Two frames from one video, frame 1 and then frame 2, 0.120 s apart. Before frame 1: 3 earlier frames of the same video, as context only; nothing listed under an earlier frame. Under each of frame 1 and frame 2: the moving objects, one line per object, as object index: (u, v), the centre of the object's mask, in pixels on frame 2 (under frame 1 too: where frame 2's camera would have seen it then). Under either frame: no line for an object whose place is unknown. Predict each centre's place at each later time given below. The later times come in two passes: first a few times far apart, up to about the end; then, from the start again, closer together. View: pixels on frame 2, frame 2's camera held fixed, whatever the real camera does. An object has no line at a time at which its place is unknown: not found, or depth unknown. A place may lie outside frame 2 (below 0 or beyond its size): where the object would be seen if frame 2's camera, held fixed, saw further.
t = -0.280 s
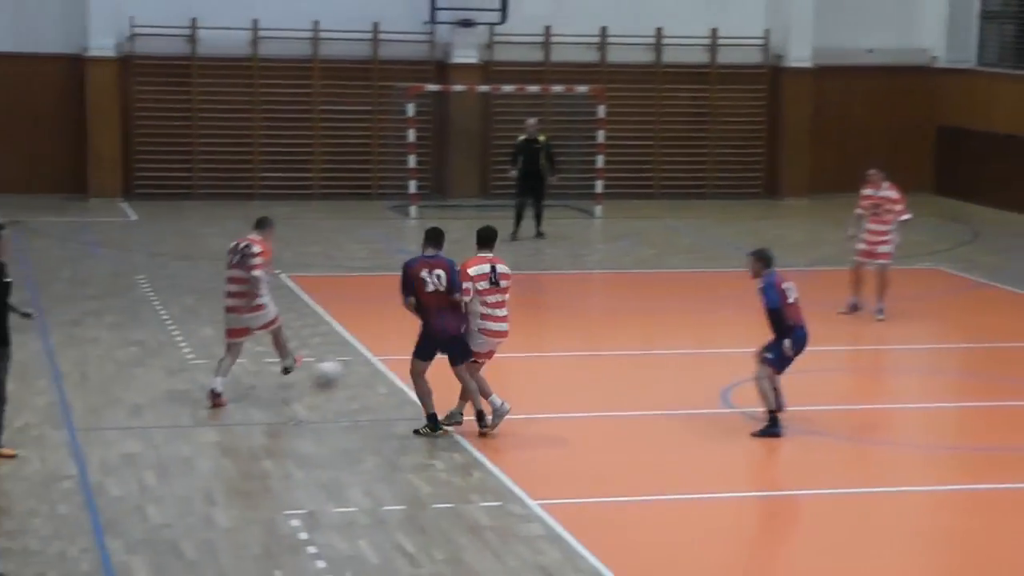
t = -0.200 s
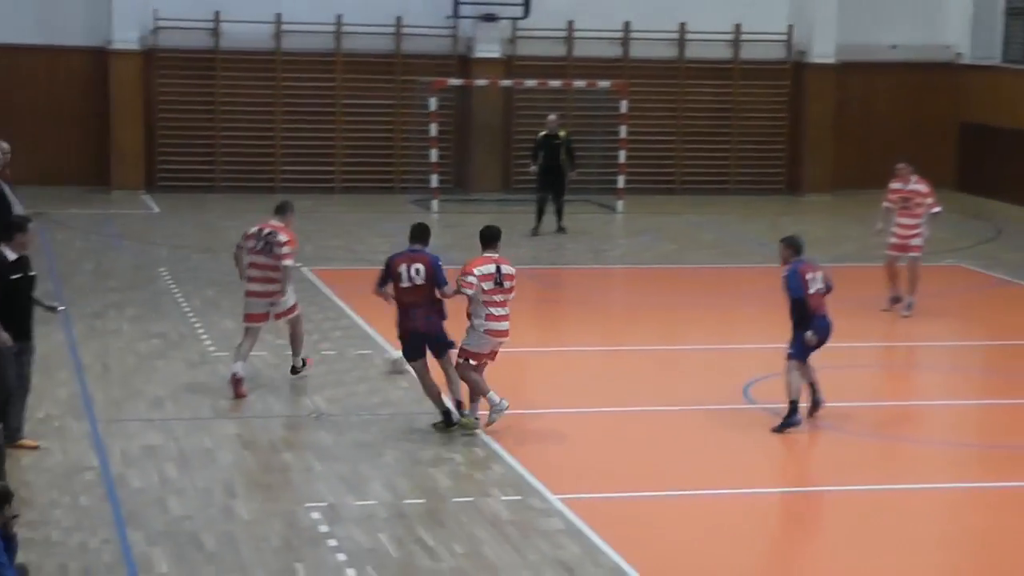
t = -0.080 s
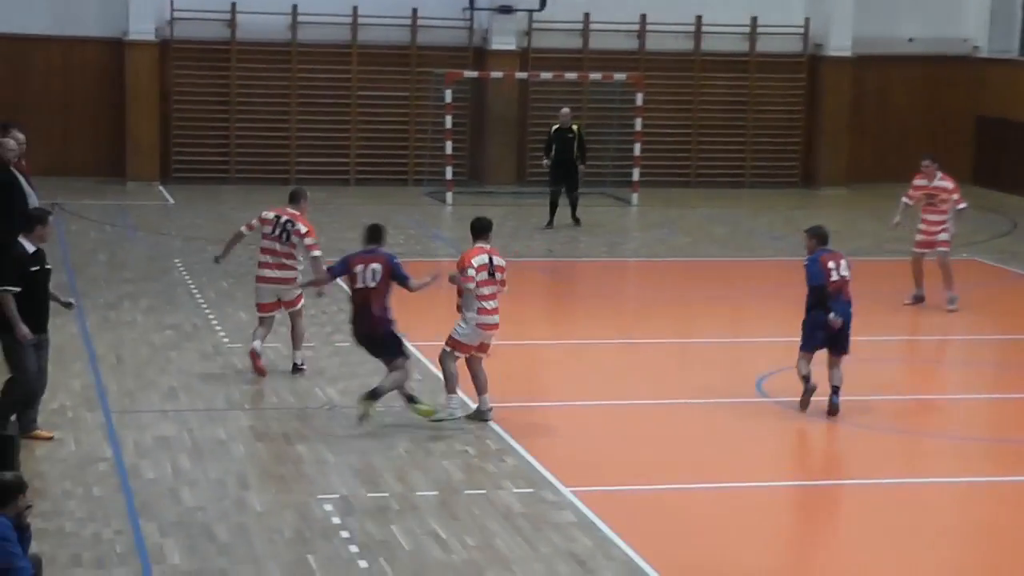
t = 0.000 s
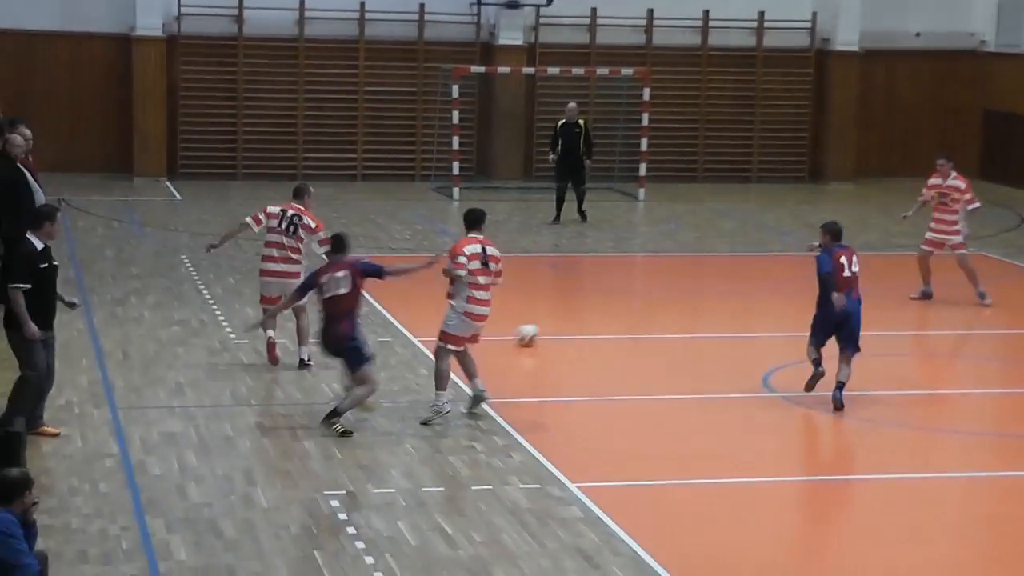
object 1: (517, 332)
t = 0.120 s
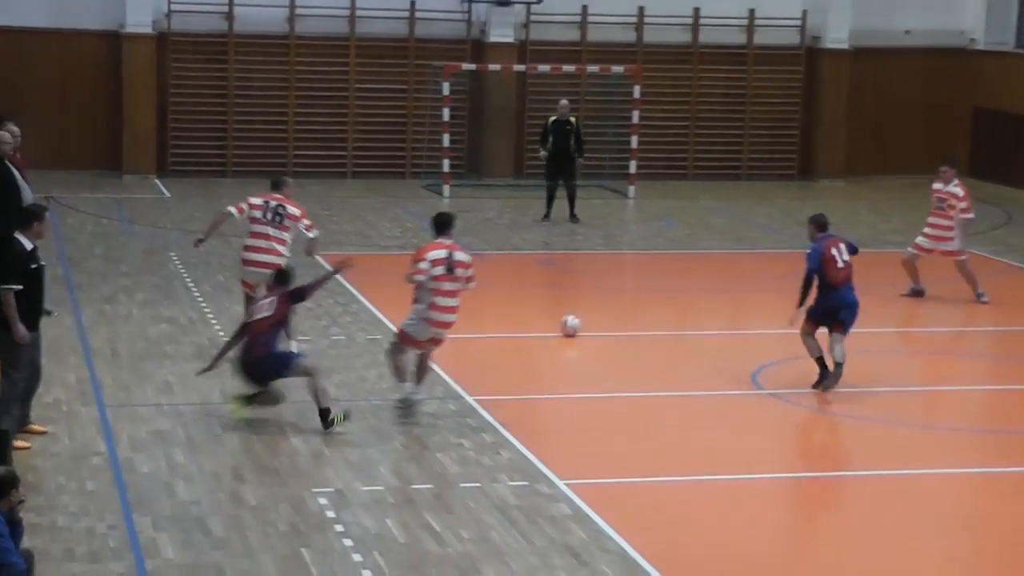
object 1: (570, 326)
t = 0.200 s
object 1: (601, 322)
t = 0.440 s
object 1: (681, 312)
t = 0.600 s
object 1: (728, 306)
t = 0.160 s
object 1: (586, 323)
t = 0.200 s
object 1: (601, 322)
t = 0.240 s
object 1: (616, 319)
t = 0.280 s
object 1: (630, 319)
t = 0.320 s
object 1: (644, 316)
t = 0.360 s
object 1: (657, 315)
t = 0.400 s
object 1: (670, 313)
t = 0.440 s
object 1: (681, 312)
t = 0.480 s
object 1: (694, 310)
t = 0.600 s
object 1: (728, 306)
